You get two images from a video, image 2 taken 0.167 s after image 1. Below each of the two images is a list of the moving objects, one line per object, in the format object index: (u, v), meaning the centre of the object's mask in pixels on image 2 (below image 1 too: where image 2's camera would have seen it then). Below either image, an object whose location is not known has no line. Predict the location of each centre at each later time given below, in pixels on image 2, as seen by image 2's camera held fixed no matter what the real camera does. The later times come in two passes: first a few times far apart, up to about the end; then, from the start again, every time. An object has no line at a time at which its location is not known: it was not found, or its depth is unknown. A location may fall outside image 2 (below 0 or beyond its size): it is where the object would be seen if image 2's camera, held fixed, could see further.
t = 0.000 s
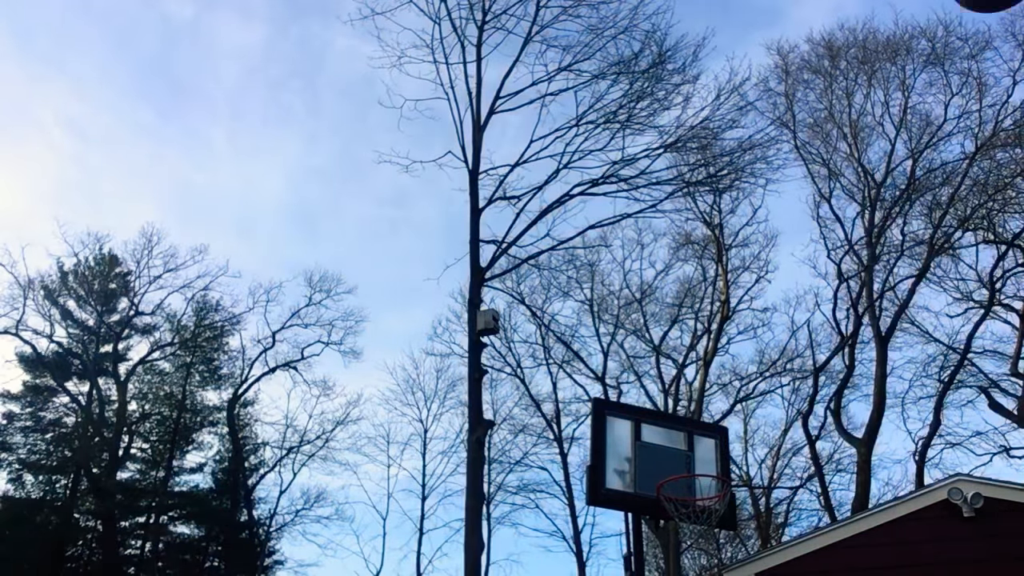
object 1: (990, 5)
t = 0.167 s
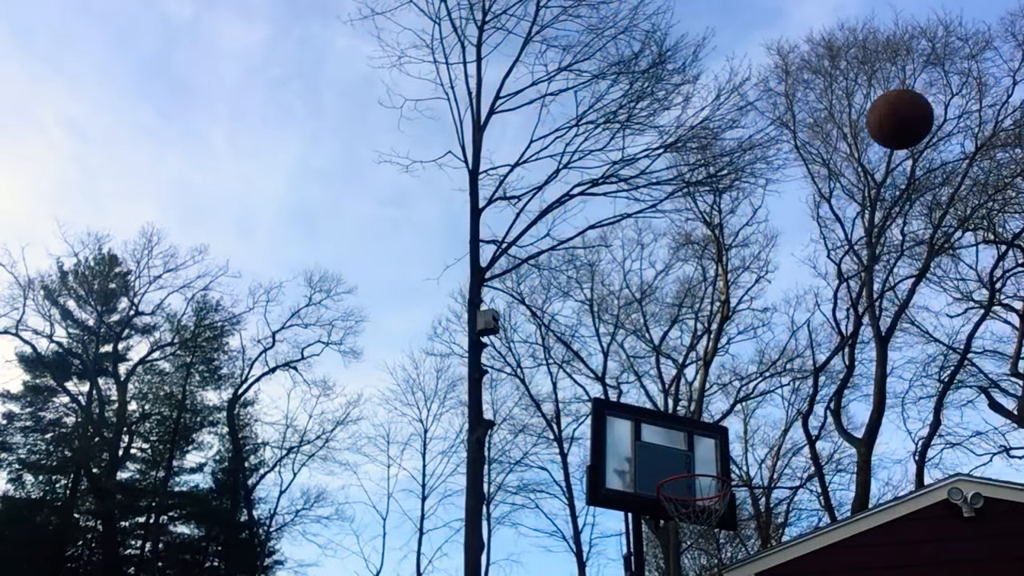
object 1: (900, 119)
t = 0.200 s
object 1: (889, 146)
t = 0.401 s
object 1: (843, 294)
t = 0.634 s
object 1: (826, 477)
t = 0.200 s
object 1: (889, 146)
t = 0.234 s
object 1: (878, 168)
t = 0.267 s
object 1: (869, 195)
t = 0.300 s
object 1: (860, 218)
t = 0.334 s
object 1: (857, 247)
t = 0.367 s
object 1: (847, 273)
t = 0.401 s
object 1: (843, 294)
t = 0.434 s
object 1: (837, 320)
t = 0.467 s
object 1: (835, 348)
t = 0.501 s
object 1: (832, 374)
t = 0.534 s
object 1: (828, 397)
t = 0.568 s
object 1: (829, 422)
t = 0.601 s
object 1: (826, 454)
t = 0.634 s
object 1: (826, 477)
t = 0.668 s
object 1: (824, 505)
